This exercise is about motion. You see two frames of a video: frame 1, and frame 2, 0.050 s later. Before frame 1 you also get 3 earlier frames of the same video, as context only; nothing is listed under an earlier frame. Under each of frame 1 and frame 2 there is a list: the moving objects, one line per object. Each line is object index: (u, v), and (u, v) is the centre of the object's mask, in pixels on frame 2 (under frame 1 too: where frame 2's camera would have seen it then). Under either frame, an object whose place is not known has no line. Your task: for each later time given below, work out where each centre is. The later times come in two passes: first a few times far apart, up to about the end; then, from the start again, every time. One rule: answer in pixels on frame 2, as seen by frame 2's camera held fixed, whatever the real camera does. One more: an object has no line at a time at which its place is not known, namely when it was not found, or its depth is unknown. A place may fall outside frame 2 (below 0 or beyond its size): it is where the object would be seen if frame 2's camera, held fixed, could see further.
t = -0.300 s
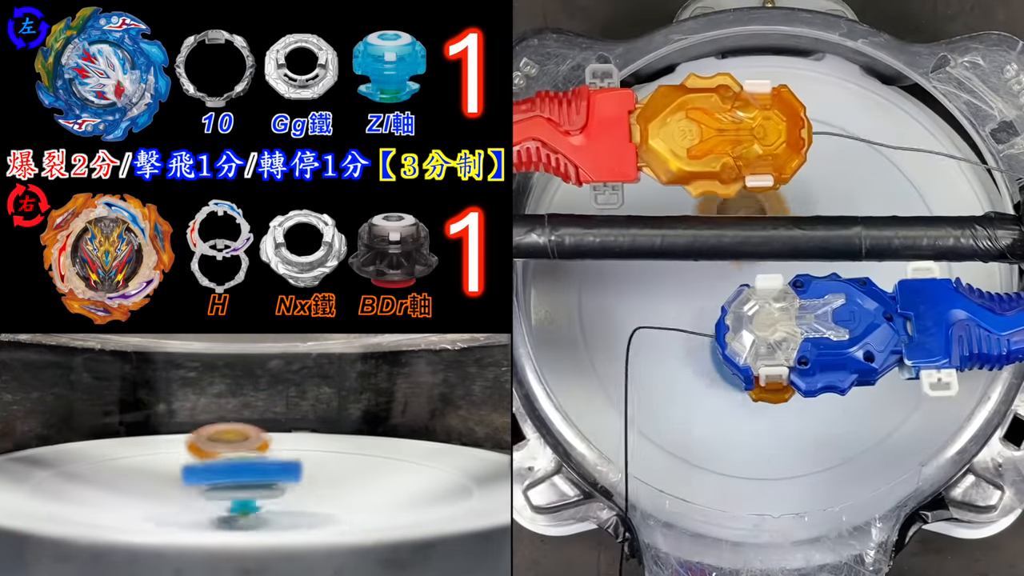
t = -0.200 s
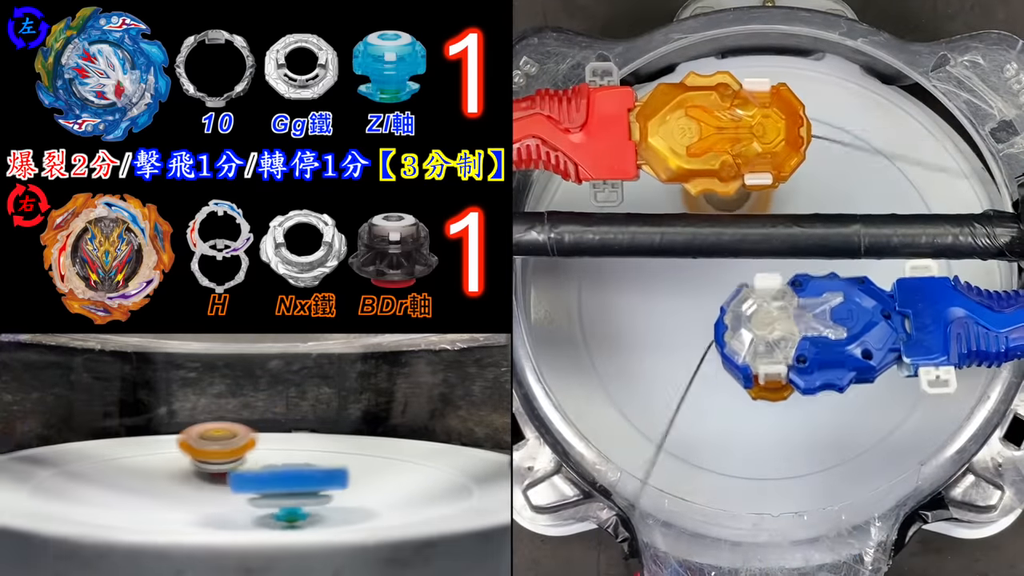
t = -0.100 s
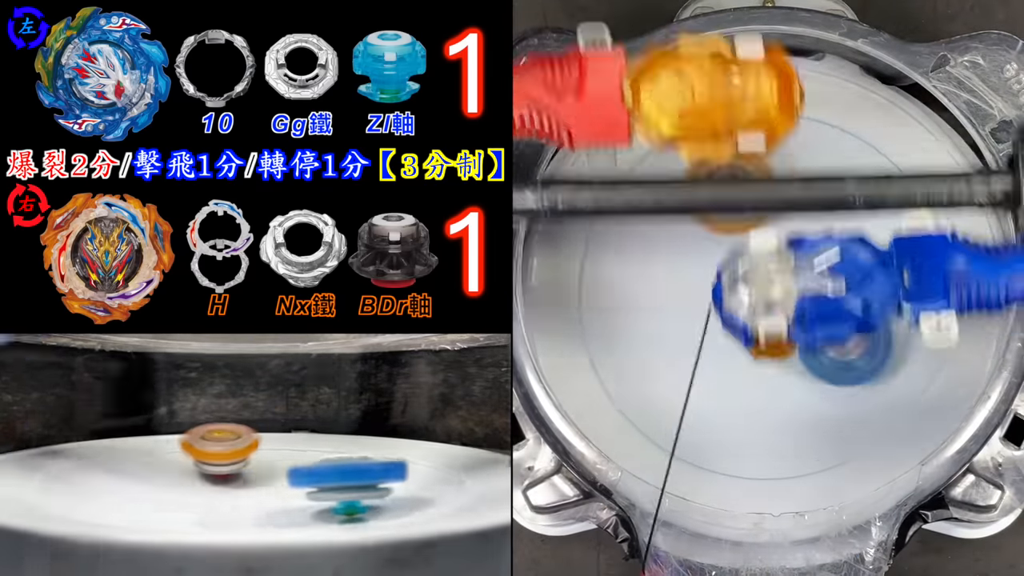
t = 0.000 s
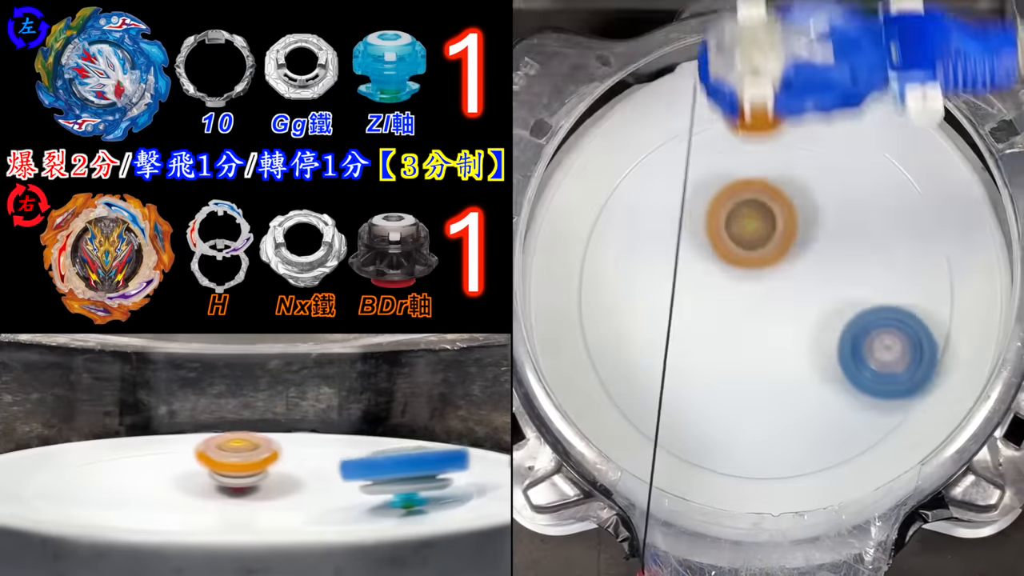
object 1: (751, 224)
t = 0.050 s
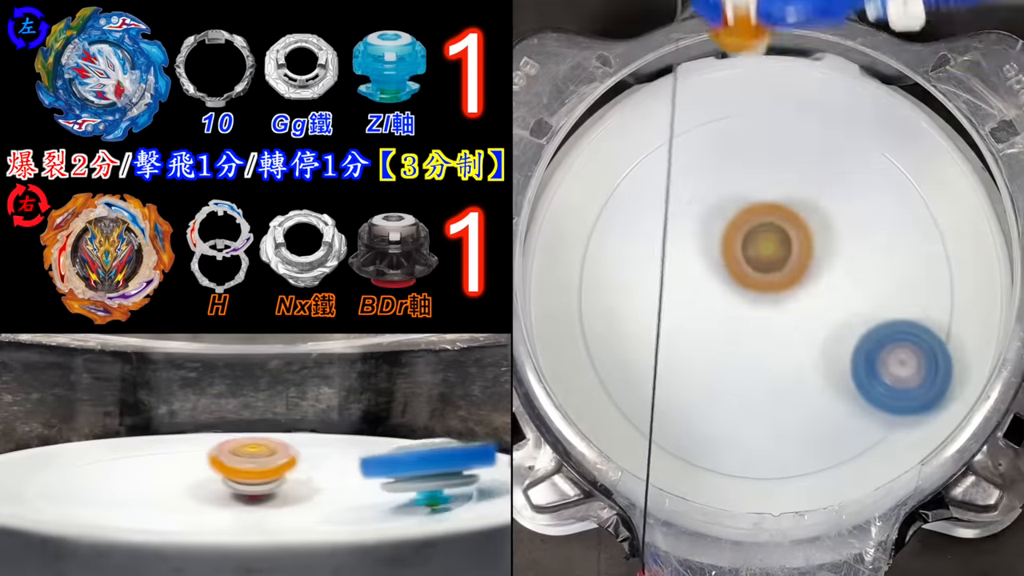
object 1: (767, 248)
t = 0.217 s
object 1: (832, 315)
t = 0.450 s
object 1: (865, 306)
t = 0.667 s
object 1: (863, 227)
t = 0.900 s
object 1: (937, 179)
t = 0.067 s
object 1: (773, 255)
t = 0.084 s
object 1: (779, 263)
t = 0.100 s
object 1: (786, 271)
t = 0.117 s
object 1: (792, 278)
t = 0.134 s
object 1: (799, 286)
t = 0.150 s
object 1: (806, 292)
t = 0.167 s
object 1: (812, 299)
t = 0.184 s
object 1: (819, 305)
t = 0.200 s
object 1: (826, 310)
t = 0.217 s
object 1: (832, 315)
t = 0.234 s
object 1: (839, 320)
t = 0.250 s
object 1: (845, 324)
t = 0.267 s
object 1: (851, 327)
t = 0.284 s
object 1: (855, 328)
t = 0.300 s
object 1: (859, 328)
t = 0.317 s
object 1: (862, 327)
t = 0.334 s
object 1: (864, 326)
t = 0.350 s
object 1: (866, 325)
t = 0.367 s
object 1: (867, 323)
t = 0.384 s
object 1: (868, 320)
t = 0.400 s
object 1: (868, 317)
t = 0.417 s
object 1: (868, 314)
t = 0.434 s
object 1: (867, 310)
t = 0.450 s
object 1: (865, 306)
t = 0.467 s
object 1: (863, 302)
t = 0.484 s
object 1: (860, 298)
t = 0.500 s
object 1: (857, 294)
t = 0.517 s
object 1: (853, 289)
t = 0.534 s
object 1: (850, 284)
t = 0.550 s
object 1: (847, 278)
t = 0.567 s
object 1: (848, 271)
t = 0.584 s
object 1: (851, 264)
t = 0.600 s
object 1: (853, 256)
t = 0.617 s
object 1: (854, 248)
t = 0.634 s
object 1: (855, 241)
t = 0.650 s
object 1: (856, 234)
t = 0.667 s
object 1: (863, 227)
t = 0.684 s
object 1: (870, 220)
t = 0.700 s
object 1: (876, 213)
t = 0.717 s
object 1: (881, 207)
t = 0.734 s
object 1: (885, 201)
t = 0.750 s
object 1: (888, 196)
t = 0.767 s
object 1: (891, 191)
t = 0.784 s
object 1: (901, 187)
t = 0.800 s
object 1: (910, 183)
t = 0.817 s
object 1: (916, 181)
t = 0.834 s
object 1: (922, 180)
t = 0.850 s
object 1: (926, 179)
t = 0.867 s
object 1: (929, 179)
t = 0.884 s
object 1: (931, 178)
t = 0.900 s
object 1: (937, 179)
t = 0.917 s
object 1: (950, 184)
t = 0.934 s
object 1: (959, 190)
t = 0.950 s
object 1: (967, 196)
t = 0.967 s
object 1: (973, 202)
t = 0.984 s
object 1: (979, 208)
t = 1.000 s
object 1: (984, 214)
